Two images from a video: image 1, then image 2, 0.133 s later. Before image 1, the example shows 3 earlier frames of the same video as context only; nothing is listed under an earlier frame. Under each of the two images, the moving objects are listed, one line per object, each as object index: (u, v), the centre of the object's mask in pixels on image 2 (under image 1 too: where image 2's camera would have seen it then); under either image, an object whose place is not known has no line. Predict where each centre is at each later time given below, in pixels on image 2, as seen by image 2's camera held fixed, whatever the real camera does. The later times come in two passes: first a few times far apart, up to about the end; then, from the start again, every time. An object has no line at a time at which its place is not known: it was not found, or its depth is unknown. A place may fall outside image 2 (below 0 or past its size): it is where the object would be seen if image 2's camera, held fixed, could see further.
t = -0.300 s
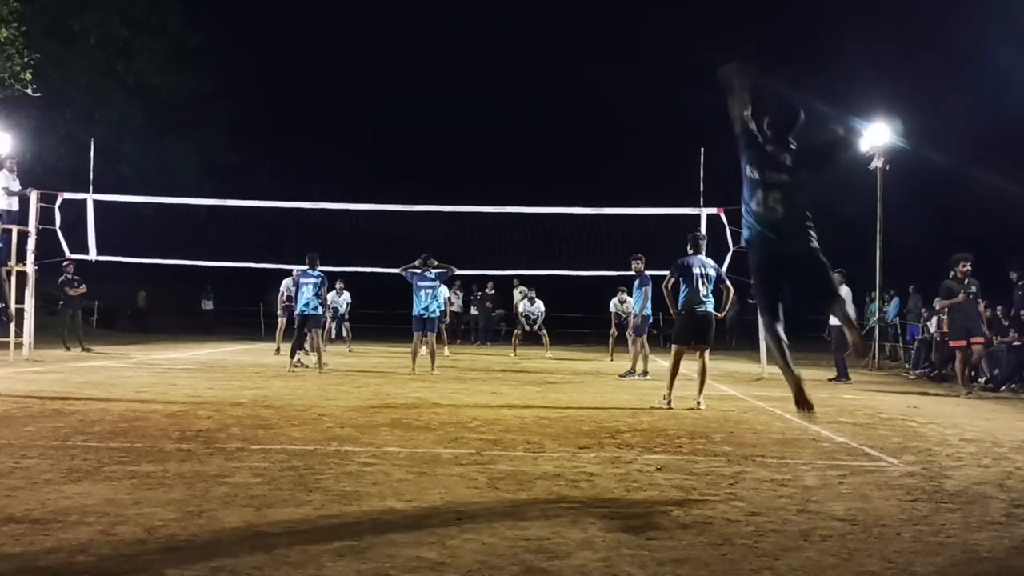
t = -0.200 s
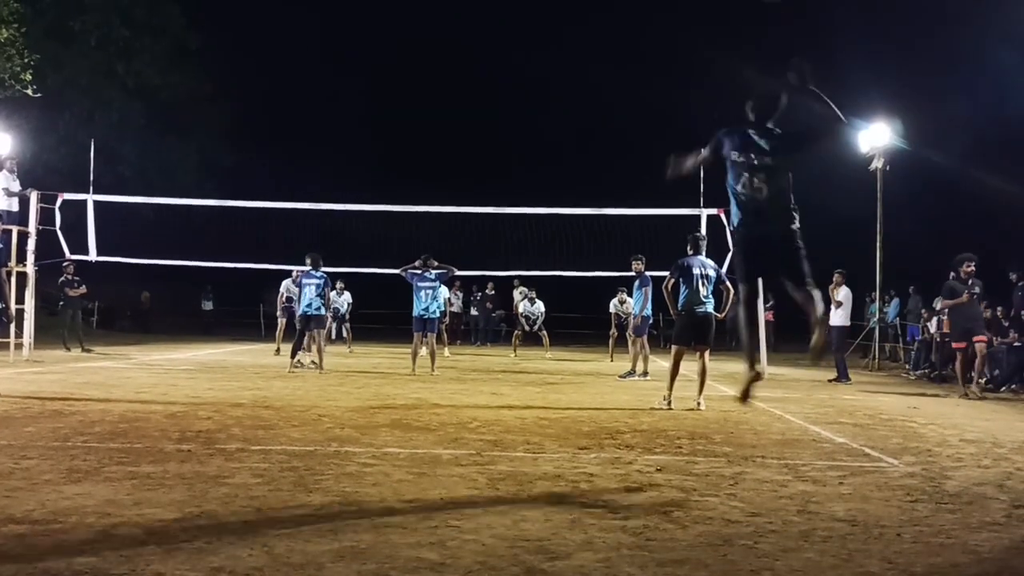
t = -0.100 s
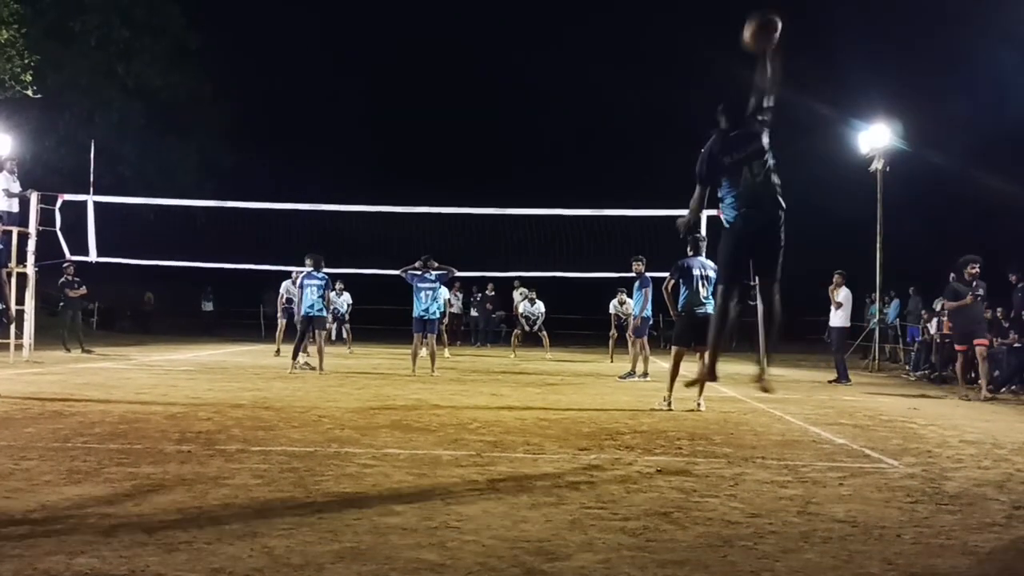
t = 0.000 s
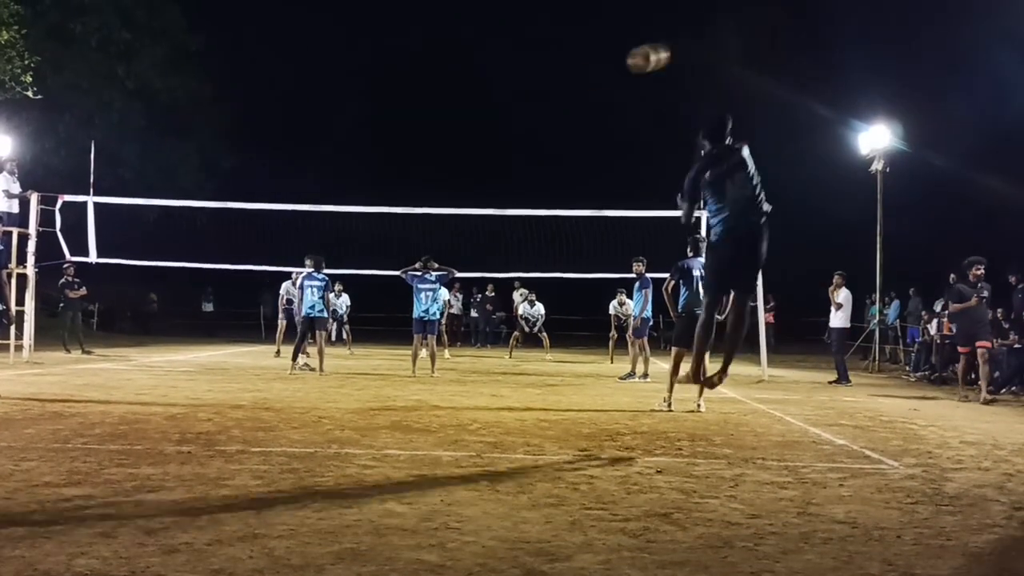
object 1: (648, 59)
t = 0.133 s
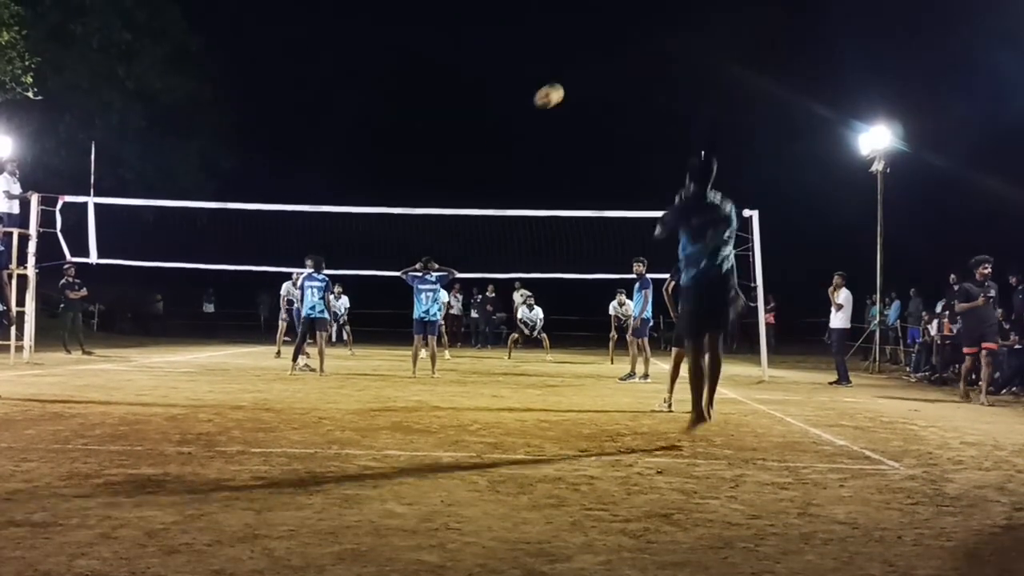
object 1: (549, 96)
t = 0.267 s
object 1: (484, 142)
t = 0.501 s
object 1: (418, 219)
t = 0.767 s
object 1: (390, 254)
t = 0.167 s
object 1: (530, 107)
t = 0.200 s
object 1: (513, 119)
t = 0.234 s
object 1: (498, 130)
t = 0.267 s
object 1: (484, 142)
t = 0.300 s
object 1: (472, 153)
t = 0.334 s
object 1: (460, 166)
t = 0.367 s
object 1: (449, 179)
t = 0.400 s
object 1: (439, 191)
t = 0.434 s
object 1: (430, 202)
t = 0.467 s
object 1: (423, 214)
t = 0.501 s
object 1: (418, 219)
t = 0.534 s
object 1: (413, 225)
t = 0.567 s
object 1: (409, 230)
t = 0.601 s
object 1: (404, 235)
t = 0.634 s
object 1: (399, 241)
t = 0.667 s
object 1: (394, 247)
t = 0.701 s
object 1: (392, 249)
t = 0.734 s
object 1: (391, 251)
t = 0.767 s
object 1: (390, 254)
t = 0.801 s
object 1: (389, 258)
